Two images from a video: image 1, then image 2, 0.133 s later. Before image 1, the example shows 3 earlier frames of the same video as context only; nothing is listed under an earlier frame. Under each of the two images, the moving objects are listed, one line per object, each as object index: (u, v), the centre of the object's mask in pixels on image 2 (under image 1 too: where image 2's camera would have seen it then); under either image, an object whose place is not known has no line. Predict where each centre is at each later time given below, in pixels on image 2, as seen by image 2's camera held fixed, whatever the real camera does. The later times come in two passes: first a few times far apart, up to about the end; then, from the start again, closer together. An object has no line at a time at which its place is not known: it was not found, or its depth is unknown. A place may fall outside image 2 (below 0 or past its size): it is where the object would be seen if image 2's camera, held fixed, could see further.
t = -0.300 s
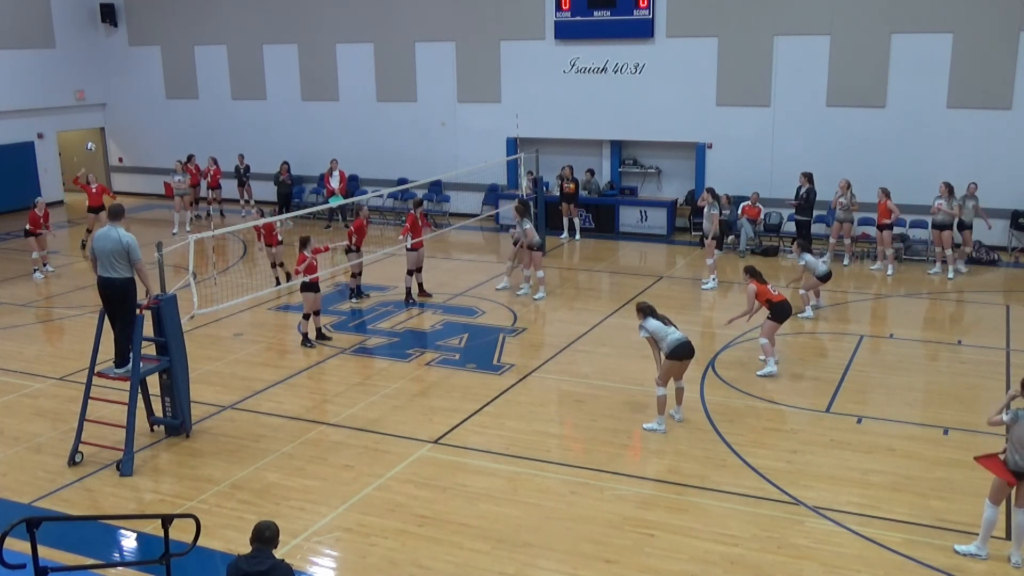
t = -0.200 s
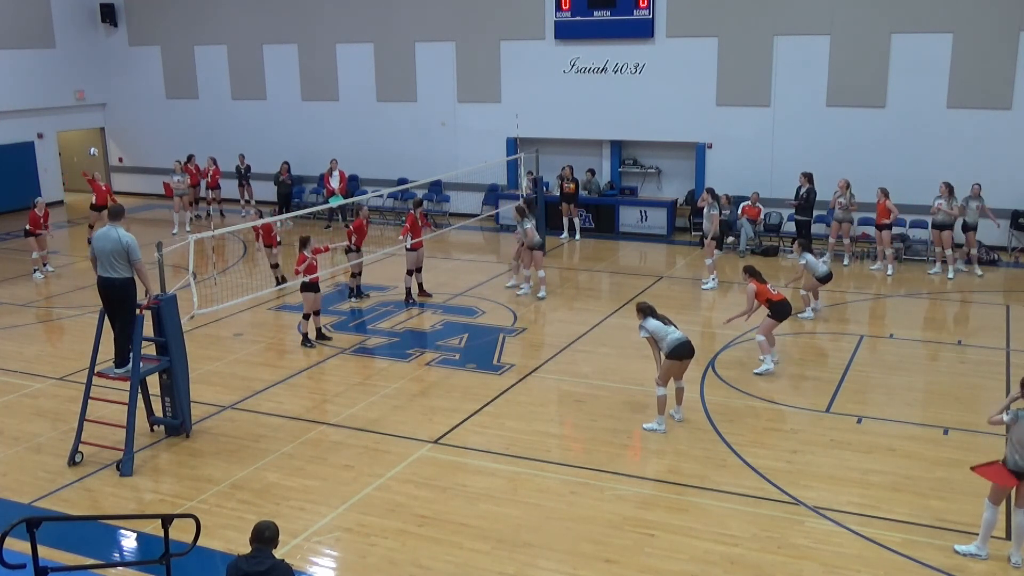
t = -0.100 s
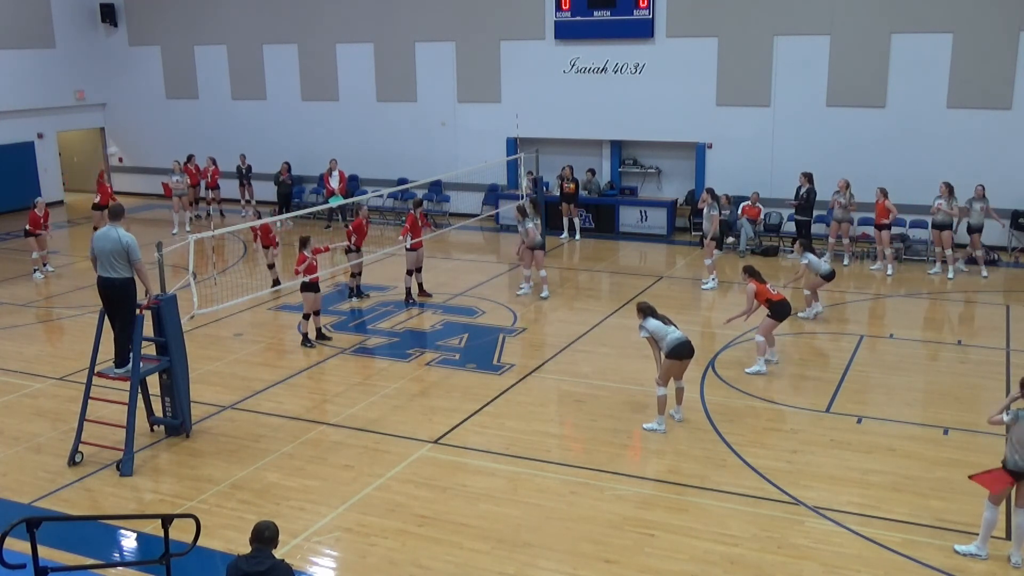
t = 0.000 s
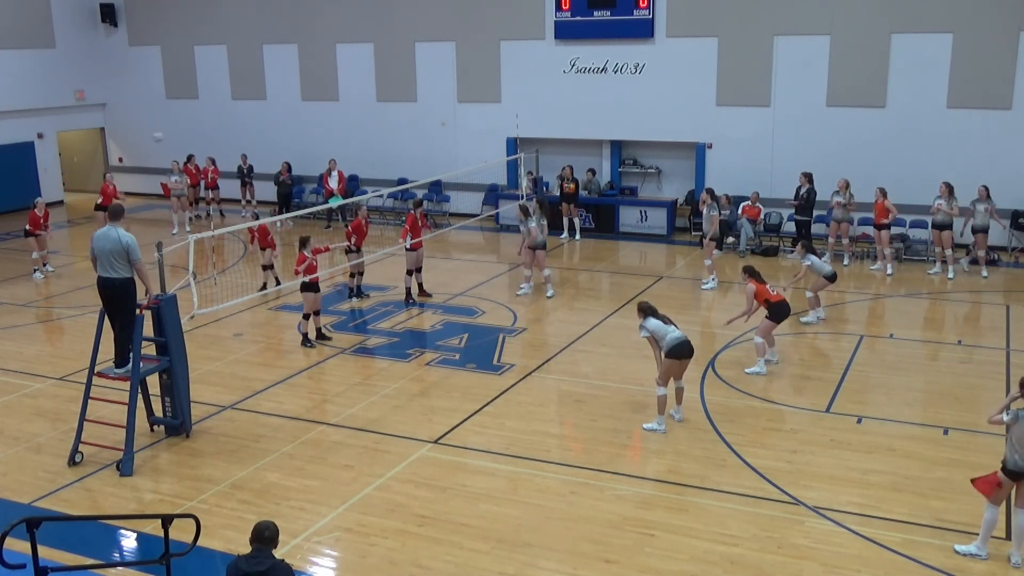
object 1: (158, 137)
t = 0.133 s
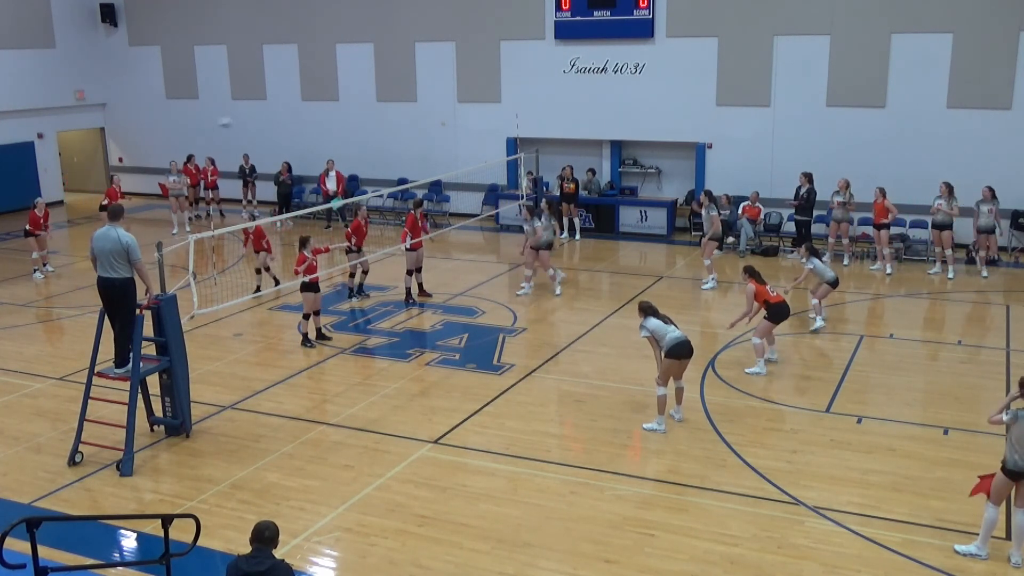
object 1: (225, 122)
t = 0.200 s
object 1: (262, 118)
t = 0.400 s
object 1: (381, 119)
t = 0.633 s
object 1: (540, 149)
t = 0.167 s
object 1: (243, 120)
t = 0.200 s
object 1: (262, 118)
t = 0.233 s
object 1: (281, 117)
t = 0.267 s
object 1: (299, 117)
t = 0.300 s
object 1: (320, 117)
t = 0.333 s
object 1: (340, 117)
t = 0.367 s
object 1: (359, 118)
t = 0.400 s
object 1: (381, 119)
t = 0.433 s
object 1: (401, 122)
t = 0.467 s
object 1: (423, 125)
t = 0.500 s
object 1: (446, 129)
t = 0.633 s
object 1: (540, 149)
